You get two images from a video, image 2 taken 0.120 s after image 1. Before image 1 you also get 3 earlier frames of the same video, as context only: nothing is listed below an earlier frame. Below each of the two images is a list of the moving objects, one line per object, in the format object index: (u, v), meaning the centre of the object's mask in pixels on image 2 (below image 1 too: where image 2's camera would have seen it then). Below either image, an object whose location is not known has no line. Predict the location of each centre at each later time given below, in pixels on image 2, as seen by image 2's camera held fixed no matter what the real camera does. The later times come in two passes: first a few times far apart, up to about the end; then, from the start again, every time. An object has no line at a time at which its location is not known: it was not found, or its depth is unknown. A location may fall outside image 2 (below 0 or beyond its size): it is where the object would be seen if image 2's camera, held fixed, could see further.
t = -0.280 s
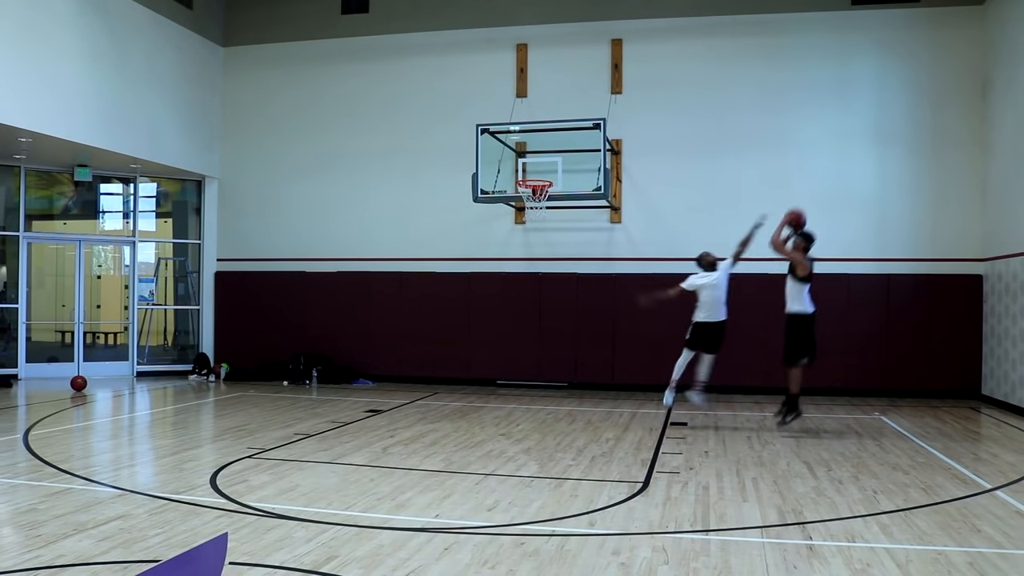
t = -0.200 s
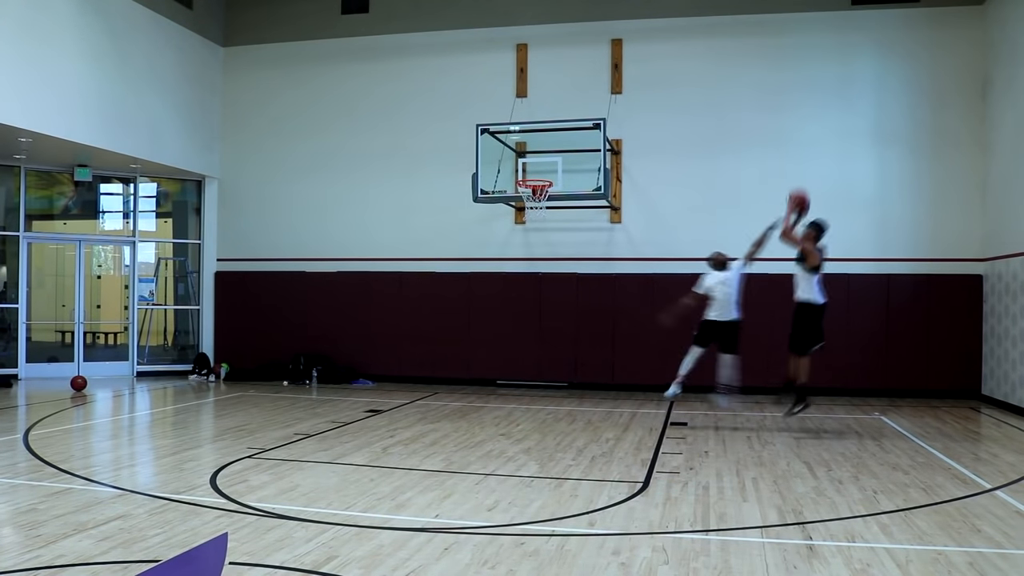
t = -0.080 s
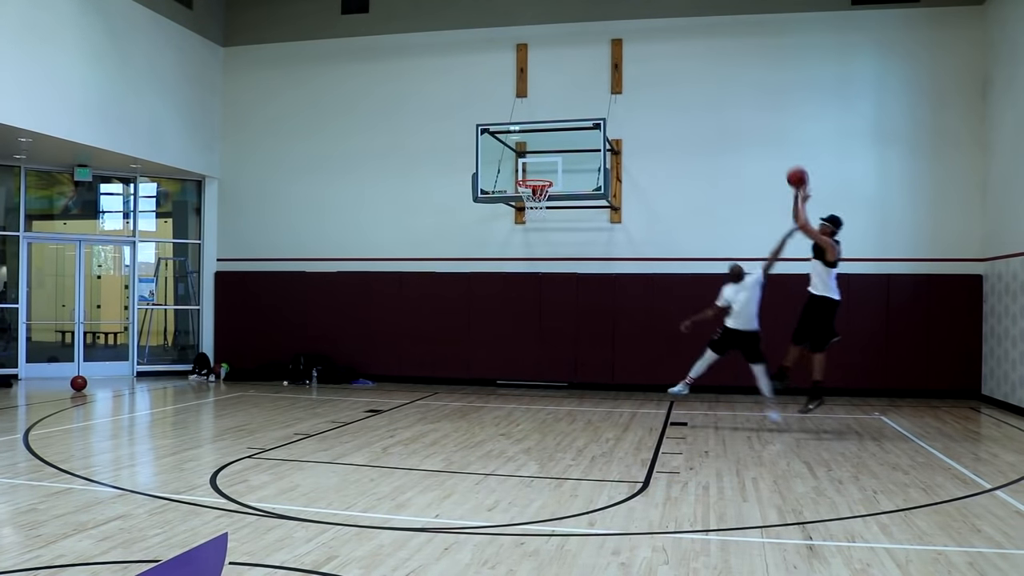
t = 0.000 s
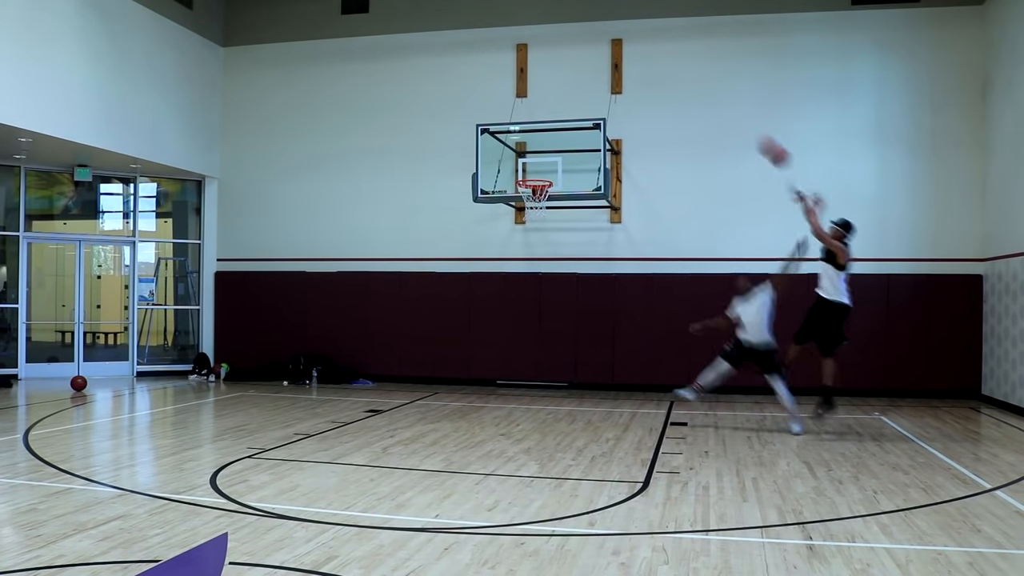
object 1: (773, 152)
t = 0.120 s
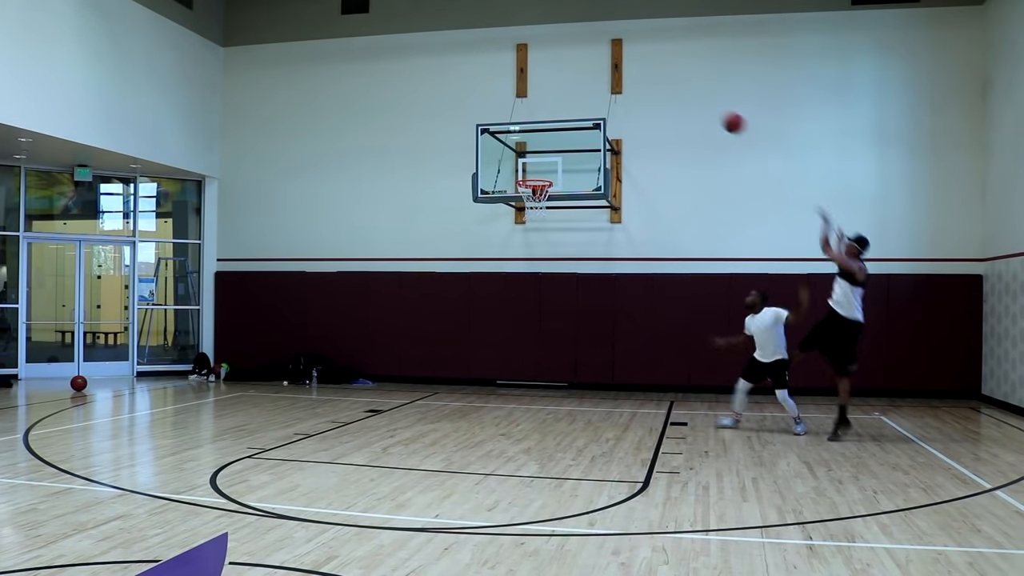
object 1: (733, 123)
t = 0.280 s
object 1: (682, 104)
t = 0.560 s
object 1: (603, 119)
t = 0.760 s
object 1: (549, 164)
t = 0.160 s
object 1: (721, 116)
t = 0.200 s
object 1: (707, 111)
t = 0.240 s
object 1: (695, 107)
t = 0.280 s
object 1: (682, 104)
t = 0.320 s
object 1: (670, 103)
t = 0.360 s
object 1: (659, 102)
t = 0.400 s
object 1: (647, 104)
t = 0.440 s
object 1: (635, 106)
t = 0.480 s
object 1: (624, 110)
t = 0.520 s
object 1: (612, 114)
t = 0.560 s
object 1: (603, 119)
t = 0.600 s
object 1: (591, 127)
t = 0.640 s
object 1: (580, 135)
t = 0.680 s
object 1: (569, 145)
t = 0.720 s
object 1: (558, 154)
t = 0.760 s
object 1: (549, 164)
